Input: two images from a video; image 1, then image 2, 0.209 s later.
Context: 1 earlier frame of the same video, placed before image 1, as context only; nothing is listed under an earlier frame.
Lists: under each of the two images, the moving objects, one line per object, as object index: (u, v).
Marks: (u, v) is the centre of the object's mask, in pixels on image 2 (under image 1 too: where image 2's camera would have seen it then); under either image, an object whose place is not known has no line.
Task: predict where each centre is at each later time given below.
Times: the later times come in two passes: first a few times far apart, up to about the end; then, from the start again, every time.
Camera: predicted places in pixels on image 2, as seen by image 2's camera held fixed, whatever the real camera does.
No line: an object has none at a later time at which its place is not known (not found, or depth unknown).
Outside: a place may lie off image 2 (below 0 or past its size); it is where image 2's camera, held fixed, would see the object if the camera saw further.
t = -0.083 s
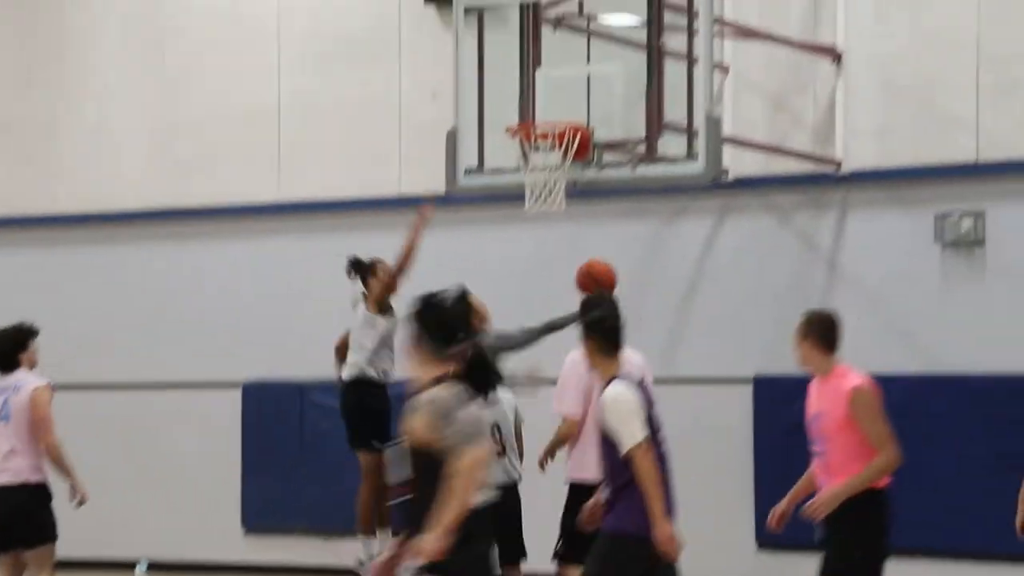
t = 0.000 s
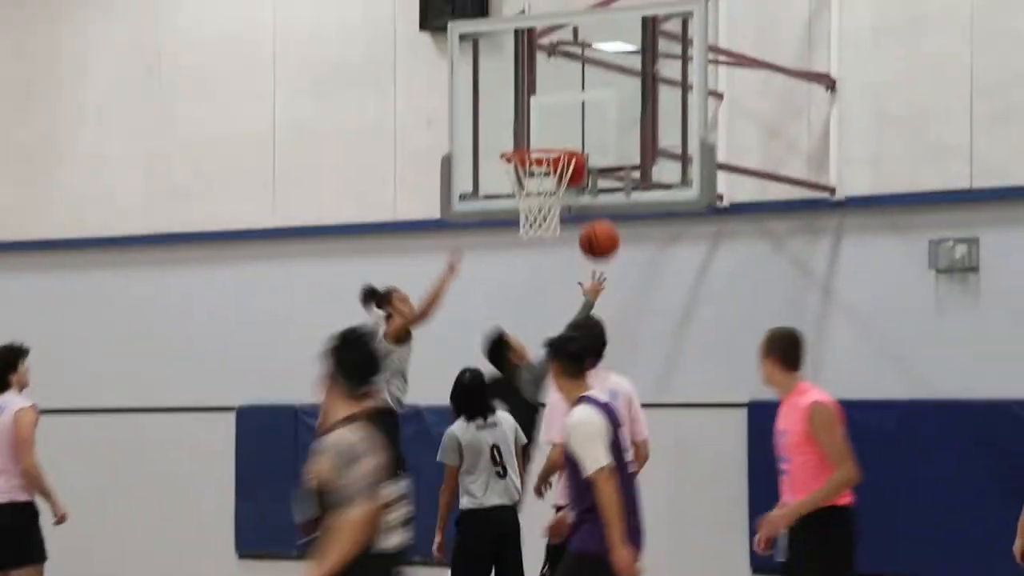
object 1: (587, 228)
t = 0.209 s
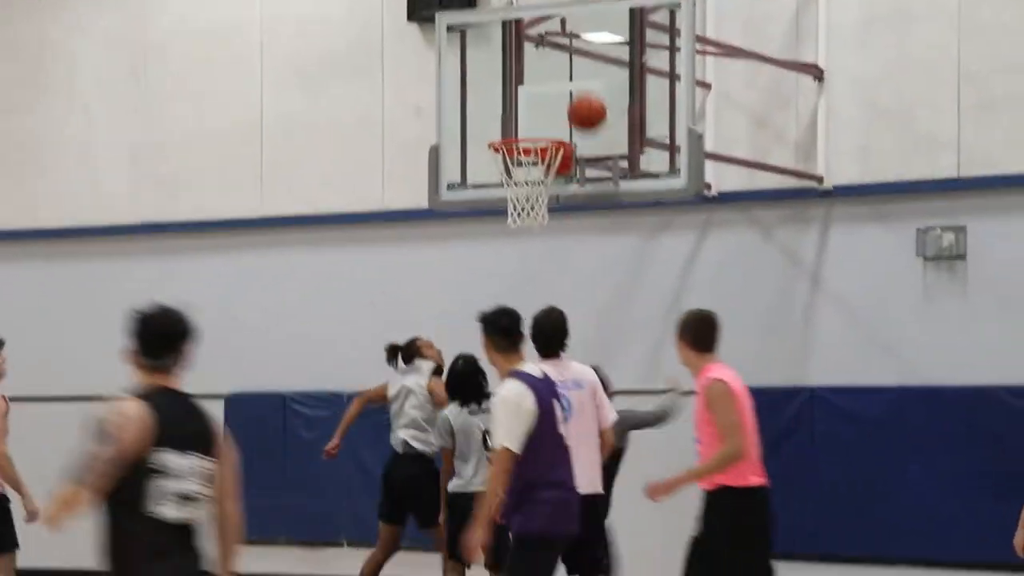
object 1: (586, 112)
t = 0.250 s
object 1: (586, 97)
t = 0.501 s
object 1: (569, 70)
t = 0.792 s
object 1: (524, 150)
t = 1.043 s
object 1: (540, 200)
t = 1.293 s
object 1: (538, 263)
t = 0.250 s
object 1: (586, 97)
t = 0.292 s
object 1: (586, 86)
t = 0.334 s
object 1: (587, 77)
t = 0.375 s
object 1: (587, 70)
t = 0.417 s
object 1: (584, 68)
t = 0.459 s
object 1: (576, 67)
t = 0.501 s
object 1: (569, 70)
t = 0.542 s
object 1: (560, 75)
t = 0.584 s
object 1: (552, 81)
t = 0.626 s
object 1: (544, 92)
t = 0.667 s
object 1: (536, 105)
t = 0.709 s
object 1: (527, 120)
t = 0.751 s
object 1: (520, 130)
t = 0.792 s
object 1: (524, 150)
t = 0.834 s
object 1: (526, 161)
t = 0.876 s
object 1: (528, 176)
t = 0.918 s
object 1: (530, 189)
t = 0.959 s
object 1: (536, 192)
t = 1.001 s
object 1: (539, 196)
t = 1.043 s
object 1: (540, 200)
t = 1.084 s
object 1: (540, 204)
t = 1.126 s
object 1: (539, 211)
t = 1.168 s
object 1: (539, 219)
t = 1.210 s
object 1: (539, 233)
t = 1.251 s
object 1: (538, 246)
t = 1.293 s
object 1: (538, 263)
